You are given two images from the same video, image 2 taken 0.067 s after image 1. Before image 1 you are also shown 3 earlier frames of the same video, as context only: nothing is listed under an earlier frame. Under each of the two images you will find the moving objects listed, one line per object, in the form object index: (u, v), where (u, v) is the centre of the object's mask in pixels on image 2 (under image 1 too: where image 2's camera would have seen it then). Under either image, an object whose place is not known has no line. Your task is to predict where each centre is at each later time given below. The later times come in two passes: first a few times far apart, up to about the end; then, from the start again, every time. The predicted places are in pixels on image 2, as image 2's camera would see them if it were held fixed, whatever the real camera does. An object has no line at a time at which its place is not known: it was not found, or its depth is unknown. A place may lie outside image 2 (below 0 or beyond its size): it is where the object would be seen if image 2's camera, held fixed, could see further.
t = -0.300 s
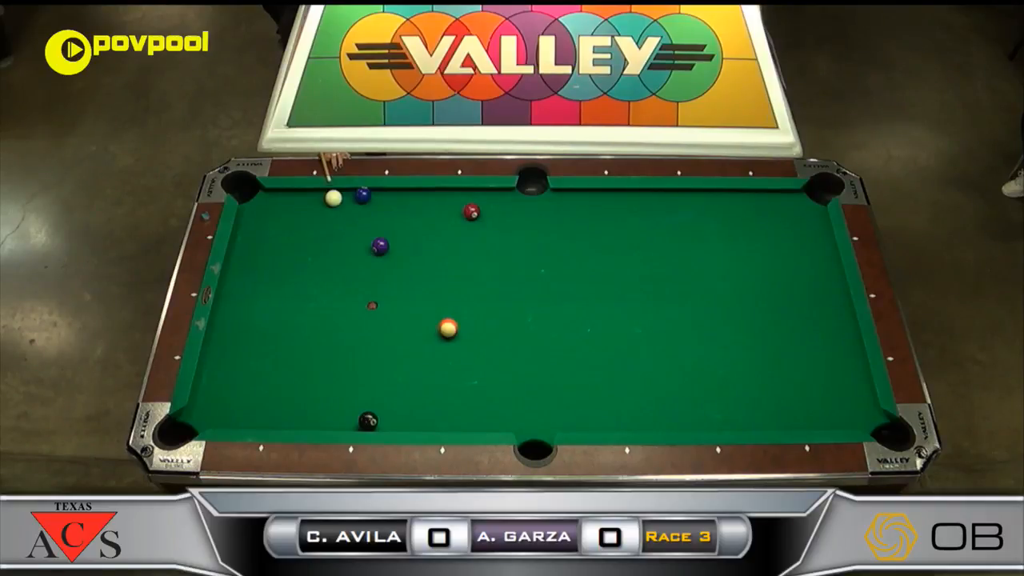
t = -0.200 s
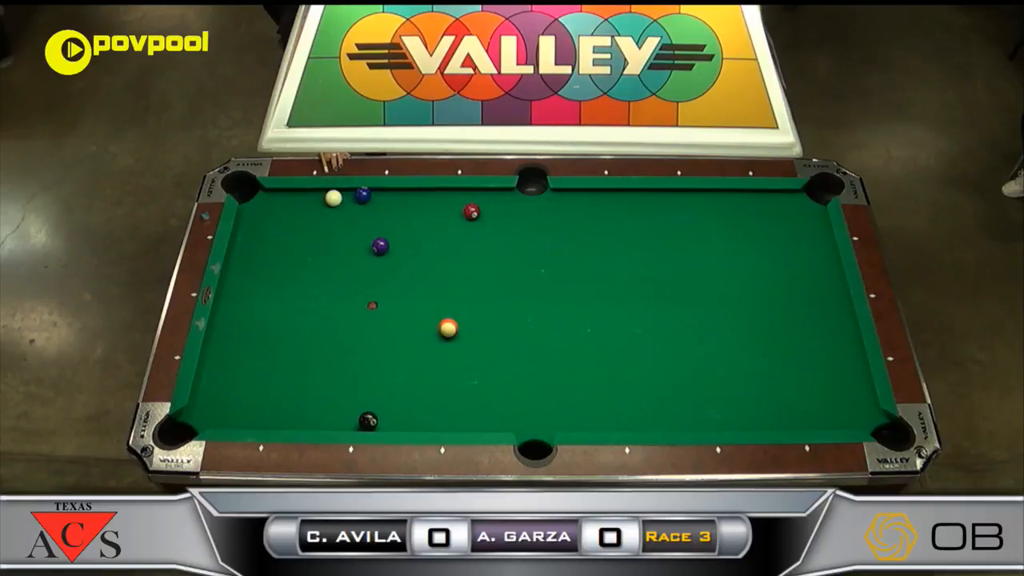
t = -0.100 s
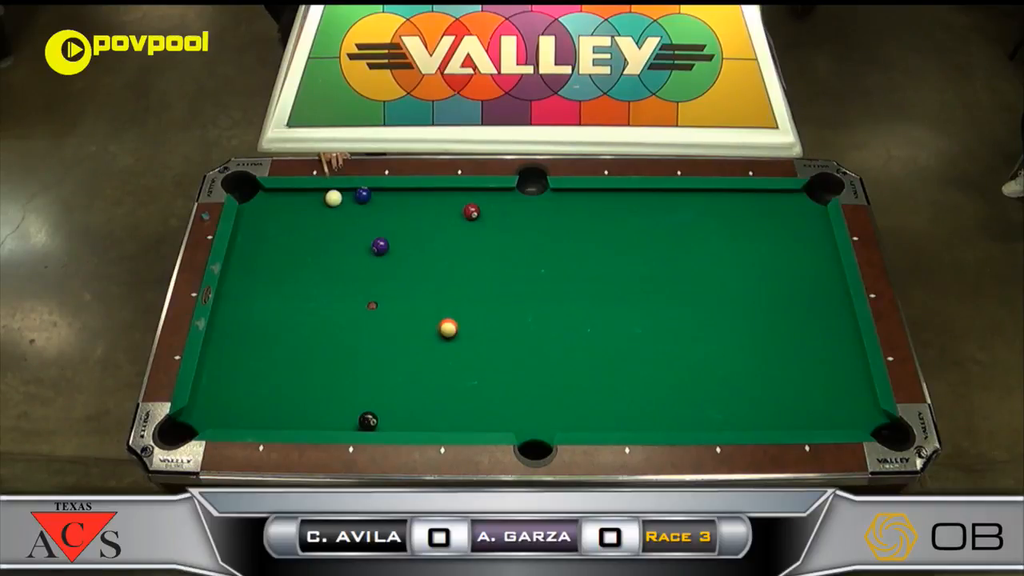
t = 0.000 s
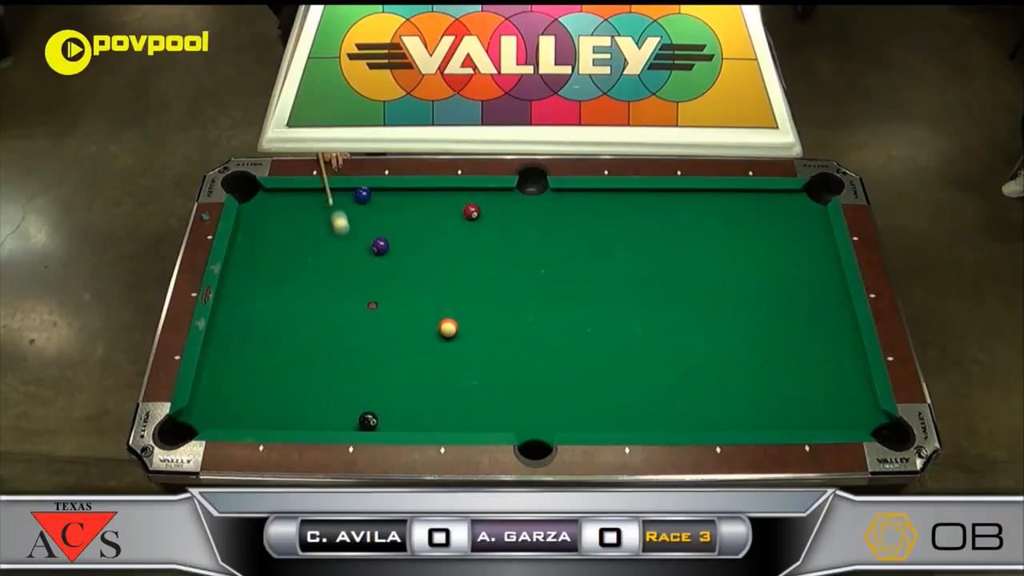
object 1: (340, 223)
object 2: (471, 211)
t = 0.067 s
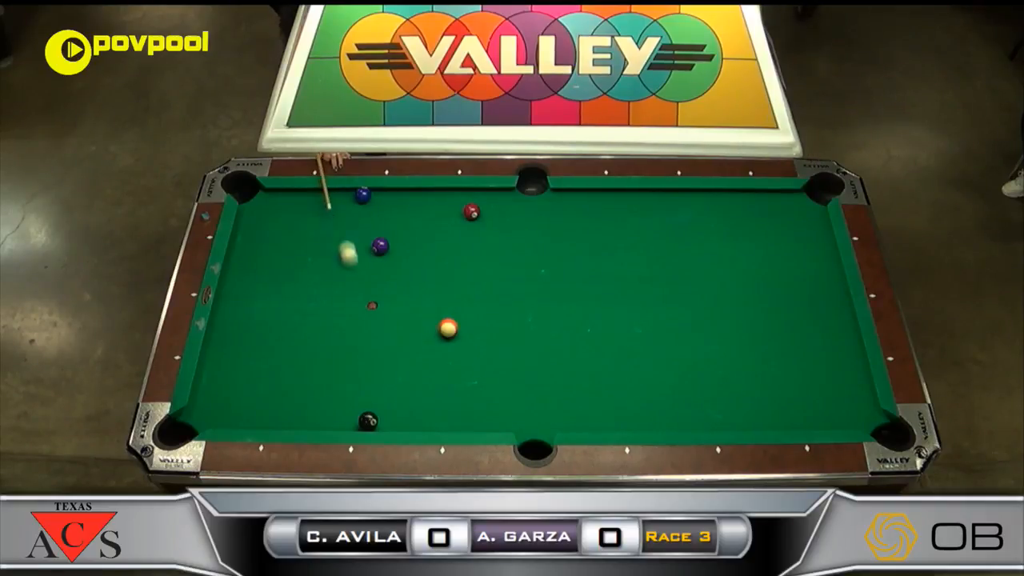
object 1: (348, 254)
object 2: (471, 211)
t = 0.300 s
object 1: (382, 374)
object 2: (471, 211)
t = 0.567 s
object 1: (415, 365)
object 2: (471, 211)
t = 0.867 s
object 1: (441, 290)
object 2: (471, 211)
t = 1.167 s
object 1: (463, 226)
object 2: (471, 210)
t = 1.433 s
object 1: (457, 210)
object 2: (489, 202)
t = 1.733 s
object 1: (450, 195)
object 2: (500, 220)
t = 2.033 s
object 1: (442, 200)
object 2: (512, 238)
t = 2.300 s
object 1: (436, 206)
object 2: (522, 253)
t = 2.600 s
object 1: (429, 212)
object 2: (532, 269)
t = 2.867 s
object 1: (425, 215)
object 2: (541, 281)
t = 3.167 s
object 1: (422, 218)
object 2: (550, 294)
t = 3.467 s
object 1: (420, 220)
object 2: (558, 305)
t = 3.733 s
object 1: (420, 220)
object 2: (564, 314)
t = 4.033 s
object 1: (420, 220)
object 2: (570, 322)
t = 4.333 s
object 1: (420, 220)
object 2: (574, 328)
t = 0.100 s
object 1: (352, 269)
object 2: (471, 211)
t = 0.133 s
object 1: (357, 285)
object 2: (471, 211)
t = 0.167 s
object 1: (361, 302)
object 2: (471, 211)
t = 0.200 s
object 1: (366, 320)
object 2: (471, 211)
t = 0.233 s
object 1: (372, 341)
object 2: (471, 211)
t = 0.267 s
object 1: (376, 355)
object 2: (471, 211)
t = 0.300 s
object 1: (382, 374)
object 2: (471, 211)
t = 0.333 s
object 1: (387, 393)
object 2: (471, 211)
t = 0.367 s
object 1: (394, 417)
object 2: (471, 211)
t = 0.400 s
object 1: (398, 422)
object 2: (471, 211)
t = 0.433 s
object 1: (402, 409)
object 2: (471, 211)
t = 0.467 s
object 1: (405, 396)
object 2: (471, 211)
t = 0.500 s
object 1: (409, 385)
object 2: (471, 211)
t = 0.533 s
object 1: (412, 375)
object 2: (471, 211)
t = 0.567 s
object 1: (415, 365)
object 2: (471, 211)
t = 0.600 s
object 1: (418, 356)
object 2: (471, 211)
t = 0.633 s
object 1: (421, 347)
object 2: (471, 211)
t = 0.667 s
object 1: (424, 339)
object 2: (471, 211)
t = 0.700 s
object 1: (427, 330)
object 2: (471, 211)
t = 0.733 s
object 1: (430, 322)
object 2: (471, 211)
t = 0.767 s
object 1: (433, 314)
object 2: (471, 211)
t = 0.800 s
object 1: (436, 306)
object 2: (471, 211)
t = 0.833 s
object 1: (438, 298)
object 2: (471, 211)
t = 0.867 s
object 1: (441, 290)
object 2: (471, 211)
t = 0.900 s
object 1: (444, 282)
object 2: (471, 211)
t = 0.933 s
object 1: (446, 275)
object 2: (471, 211)
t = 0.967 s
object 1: (449, 267)
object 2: (471, 211)
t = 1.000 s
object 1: (451, 260)
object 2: (471, 211)
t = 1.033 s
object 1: (454, 253)
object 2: (471, 211)
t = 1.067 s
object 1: (456, 246)
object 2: (471, 211)
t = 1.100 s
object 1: (459, 239)
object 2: (471, 211)
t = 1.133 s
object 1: (461, 232)
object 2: (471, 211)
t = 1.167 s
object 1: (463, 226)
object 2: (471, 210)
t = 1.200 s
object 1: (464, 222)
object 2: (473, 208)
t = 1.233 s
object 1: (462, 221)
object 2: (476, 204)
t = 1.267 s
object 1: (461, 219)
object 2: (480, 199)
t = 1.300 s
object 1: (460, 217)
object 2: (482, 195)
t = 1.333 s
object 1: (459, 216)
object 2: (484, 195)
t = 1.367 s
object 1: (459, 214)
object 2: (485, 197)
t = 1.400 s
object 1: (458, 212)
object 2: (488, 200)
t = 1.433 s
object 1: (457, 210)
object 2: (489, 202)
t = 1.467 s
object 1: (456, 208)
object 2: (490, 204)
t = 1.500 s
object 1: (456, 207)
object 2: (491, 206)
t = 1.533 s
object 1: (455, 205)
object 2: (493, 208)
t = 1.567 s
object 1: (454, 203)
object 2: (494, 210)
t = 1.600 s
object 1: (453, 202)
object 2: (495, 212)
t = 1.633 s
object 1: (453, 200)
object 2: (496, 214)
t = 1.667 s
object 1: (452, 198)
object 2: (498, 216)
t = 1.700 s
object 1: (451, 197)
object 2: (499, 218)
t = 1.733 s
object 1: (450, 195)
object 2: (500, 220)
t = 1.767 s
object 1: (450, 194)
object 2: (502, 222)
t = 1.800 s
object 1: (449, 194)
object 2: (503, 224)
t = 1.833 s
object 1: (448, 195)
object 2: (504, 226)
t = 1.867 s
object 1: (447, 196)
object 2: (505, 228)
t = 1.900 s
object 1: (446, 197)
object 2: (507, 230)
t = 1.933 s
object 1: (445, 198)
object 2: (509, 232)
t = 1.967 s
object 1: (444, 199)
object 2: (510, 234)
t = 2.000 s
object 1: (443, 200)
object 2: (511, 236)
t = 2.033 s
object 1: (442, 200)
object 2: (512, 238)
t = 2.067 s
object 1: (441, 201)
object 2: (513, 240)
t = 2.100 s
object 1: (441, 202)
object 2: (515, 242)
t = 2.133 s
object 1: (440, 203)
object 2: (516, 243)
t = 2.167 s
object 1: (439, 204)
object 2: (517, 245)
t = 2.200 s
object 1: (438, 204)
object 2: (518, 247)
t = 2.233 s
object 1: (437, 205)
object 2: (519, 249)
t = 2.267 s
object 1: (437, 206)
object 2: (521, 251)
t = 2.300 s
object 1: (436, 206)
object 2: (522, 253)
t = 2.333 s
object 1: (435, 207)
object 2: (523, 255)
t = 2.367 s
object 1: (434, 208)
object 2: (524, 256)
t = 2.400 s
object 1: (434, 209)
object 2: (525, 258)
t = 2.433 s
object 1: (433, 209)
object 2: (527, 260)
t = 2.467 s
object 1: (432, 210)
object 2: (528, 261)
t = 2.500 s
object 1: (431, 210)
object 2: (529, 263)
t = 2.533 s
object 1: (431, 211)
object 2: (530, 265)
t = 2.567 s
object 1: (430, 211)
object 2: (531, 267)
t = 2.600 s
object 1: (429, 212)
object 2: (532, 269)
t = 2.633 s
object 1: (429, 212)
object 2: (534, 270)
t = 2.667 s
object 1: (428, 213)
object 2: (535, 271)
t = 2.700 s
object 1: (427, 213)
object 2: (536, 273)
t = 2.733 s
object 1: (427, 214)
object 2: (537, 275)
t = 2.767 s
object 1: (426, 214)
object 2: (538, 276)
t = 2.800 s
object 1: (426, 215)
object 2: (539, 278)
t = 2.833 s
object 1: (425, 215)
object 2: (540, 279)
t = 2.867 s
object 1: (425, 215)
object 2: (541, 281)
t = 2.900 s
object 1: (424, 216)
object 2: (542, 282)
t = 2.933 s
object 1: (424, 216)
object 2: (543, 284)
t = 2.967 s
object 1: (423, 217)
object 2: (544, 285)
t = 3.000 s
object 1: (423, 217)
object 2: (545, 287)
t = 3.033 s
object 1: (423, 217)
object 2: (546, 288)
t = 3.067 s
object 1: (422, 218)
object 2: (547, 290)
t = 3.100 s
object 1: (422, 218)
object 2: (548, 291)
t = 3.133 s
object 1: (422, 218)
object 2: (549, 293)
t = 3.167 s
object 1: (422, 218)
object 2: (550, 294)
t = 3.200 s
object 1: (421, 219)
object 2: (551, 295)
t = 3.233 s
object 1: (421, 219)
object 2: (552, 296)
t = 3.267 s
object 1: (421, 219)
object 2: (553, 298)
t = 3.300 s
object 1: (421, 219)
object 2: (554, 299)
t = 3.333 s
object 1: (420, 220)
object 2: (555, 300)
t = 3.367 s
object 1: (420, 220)
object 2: (556, 301)
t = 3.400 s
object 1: (420, 220)
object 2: (556, 303)
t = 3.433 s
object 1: (420, 220)
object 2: (557, 304)
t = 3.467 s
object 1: (420, 220)
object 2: (558, 305)
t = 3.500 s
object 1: (420, 220)
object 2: (559, 306)
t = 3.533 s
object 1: (420, 220)
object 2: (560, 307)
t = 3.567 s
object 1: (420, 220)
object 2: (560, 308)
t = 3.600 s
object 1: (420, 220)
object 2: (561, 310)
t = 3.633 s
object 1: (420, 220)
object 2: (562, 310)
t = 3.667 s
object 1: (420, 220)
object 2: (563, 312)
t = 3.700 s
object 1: (420, 220)
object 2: (563, 313)
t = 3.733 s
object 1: (420, 220)
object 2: (564, 314)
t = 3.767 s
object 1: (420, 220)
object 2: (565, 315)
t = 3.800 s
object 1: (420, 220)
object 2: (565, 316)
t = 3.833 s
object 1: (420, 220)
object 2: (566, 317)
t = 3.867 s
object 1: (420, 220)
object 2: (567, 318)
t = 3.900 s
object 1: (420, 220)
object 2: (567, 319)
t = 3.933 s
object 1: (420, 220)
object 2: (568, 319)
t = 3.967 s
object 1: (420, 220)
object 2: (568, 321)
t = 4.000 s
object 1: (420, 220)
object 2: (569, 321)
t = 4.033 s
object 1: (420, 220)
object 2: (570, 322)
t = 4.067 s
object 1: (420, 220)
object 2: (570, 323)
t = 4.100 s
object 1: (420, 220)
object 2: (571, 324)
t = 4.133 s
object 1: (420, 220)
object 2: (571, 324)
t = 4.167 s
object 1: (420, 220)
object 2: (572, 325)
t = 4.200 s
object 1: (420, 220)
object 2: (572, 326)
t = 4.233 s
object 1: (420, 220)
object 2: (573, 327)
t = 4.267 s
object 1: (420, 220)
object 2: (573, 327)
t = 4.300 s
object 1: (420, 220)
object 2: (574, 328)
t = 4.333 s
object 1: (420, 220)
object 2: (574, 328)
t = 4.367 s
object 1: (420, 220)
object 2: (575, 329)
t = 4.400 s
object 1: (420, 220)
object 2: (575, 330)
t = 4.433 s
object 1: (420, 220)
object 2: (576, 331)
